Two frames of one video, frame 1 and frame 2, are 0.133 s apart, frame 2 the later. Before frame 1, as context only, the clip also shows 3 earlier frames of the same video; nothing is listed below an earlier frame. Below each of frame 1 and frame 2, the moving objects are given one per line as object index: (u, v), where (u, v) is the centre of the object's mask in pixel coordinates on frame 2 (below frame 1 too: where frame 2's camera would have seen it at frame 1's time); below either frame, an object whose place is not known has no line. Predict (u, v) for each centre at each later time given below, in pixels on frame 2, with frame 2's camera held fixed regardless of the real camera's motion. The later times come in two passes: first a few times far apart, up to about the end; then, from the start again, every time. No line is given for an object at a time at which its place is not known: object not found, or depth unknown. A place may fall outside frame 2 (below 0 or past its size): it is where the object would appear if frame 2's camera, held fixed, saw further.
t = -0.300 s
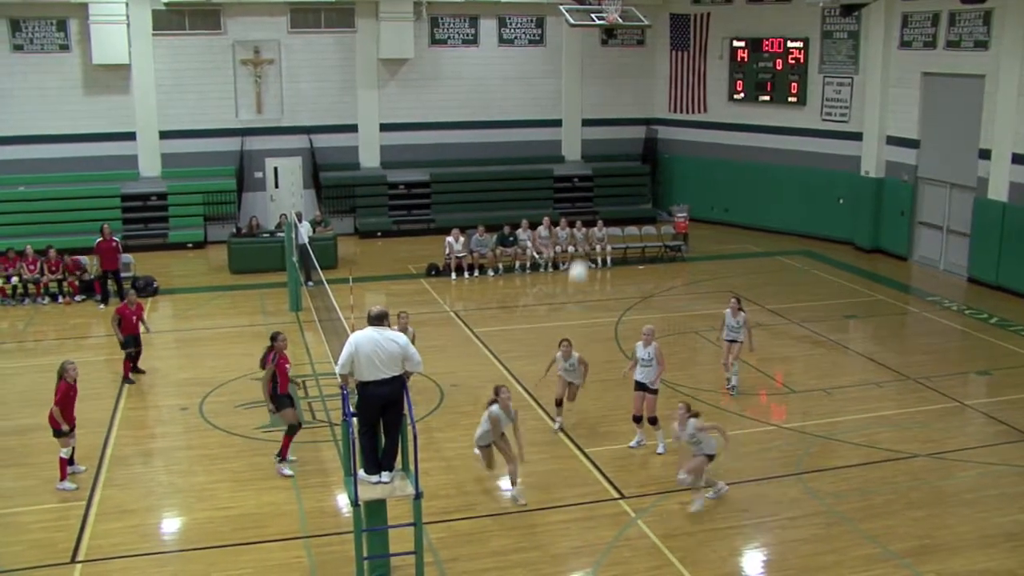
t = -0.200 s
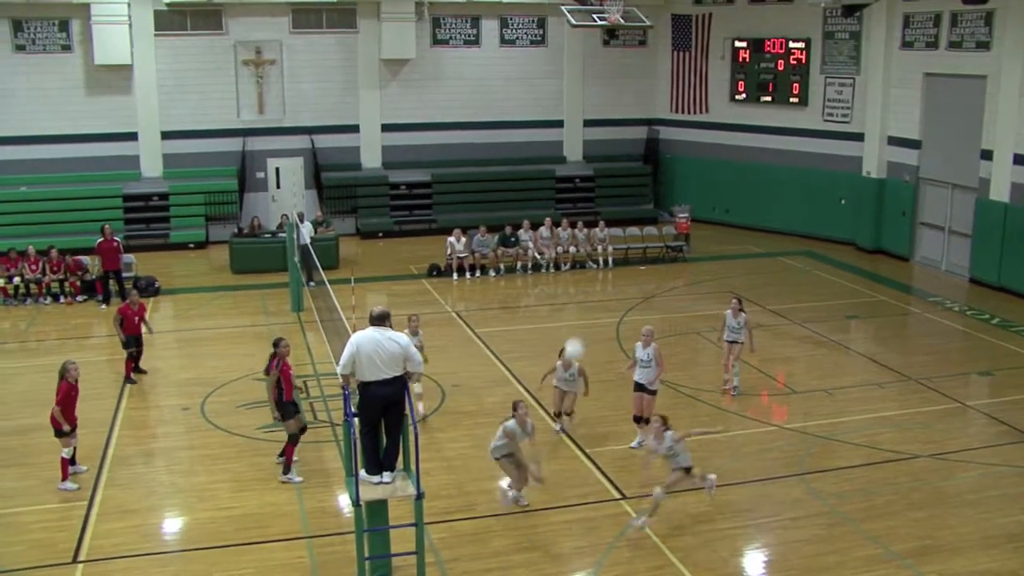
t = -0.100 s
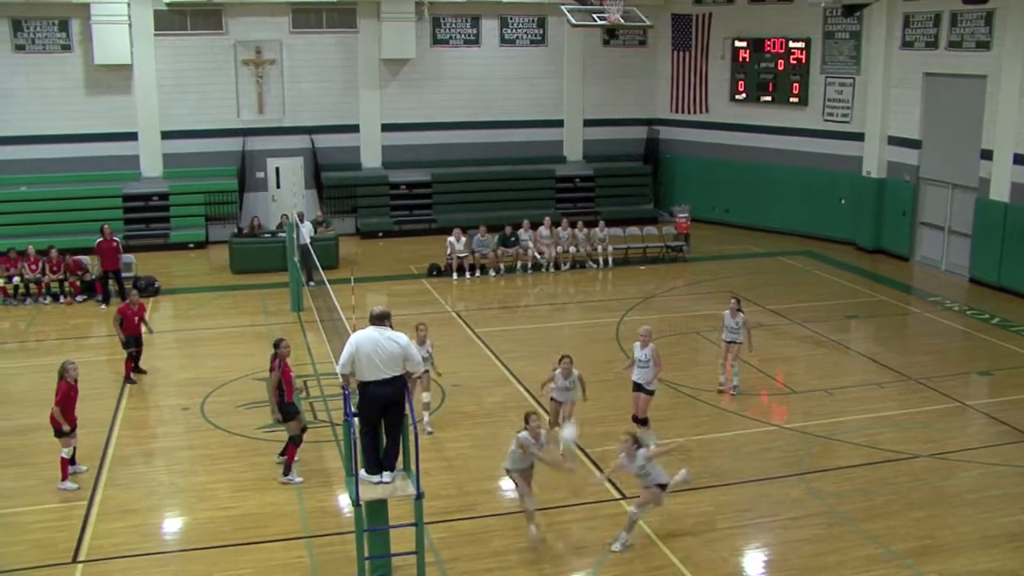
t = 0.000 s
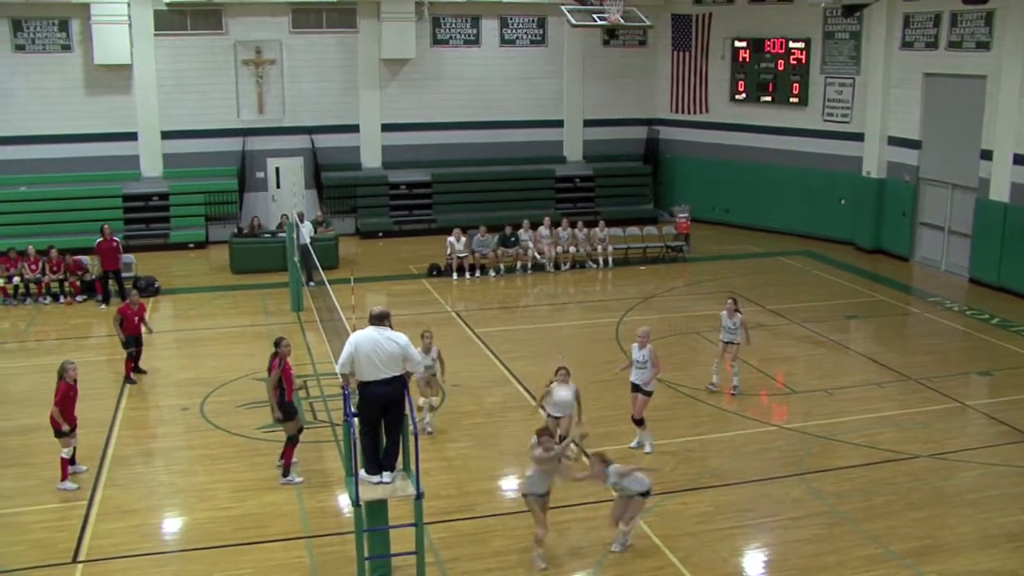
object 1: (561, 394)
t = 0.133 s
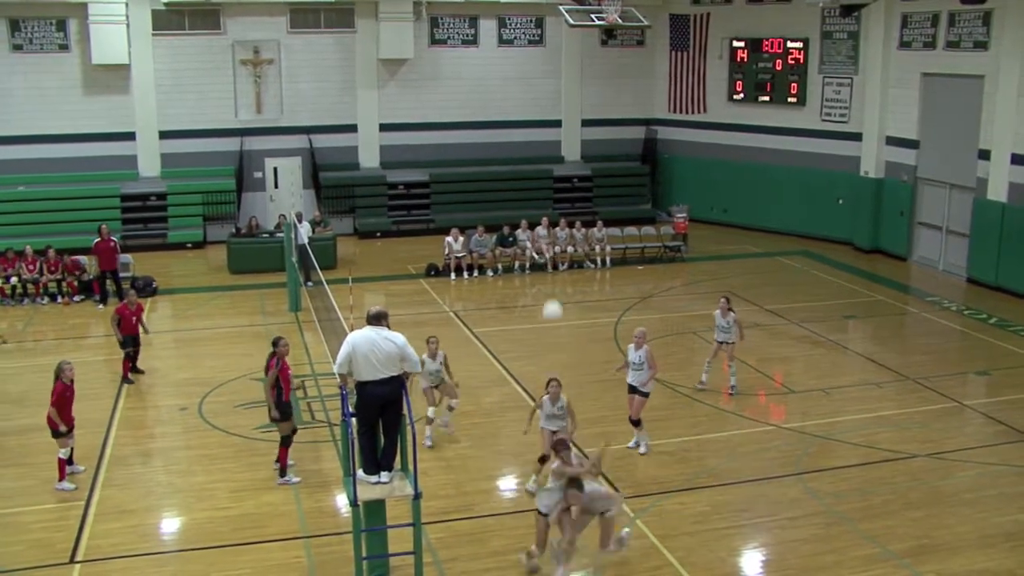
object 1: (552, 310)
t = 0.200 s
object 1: (547, 273)
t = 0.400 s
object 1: (532, 186)
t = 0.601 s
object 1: (515, 136)
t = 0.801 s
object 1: (497, 126)
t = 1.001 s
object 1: (479, 164)
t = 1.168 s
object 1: (465, 228)
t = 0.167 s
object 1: (550, 292)
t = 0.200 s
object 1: (547, 273)
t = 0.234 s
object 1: (545, 258)
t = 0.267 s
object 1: (543, 242)
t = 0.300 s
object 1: (540, 223)
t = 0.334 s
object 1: (538, 212)
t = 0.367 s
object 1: (535, 198)
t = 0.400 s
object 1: (532, 186)
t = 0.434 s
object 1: (529, 175)
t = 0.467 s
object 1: (527, 165)
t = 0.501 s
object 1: (524, 155)
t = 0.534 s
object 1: (521, 148)
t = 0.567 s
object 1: (517, 141)
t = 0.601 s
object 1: (515, 136)
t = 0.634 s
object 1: (512, 132)
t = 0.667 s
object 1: (509, 127)
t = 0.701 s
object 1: (506, 126)
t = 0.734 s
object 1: (503, 125)
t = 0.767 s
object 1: (500, 126)
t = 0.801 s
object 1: (497, 126)
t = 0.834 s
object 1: (494, 130)
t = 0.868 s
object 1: (491, 134)
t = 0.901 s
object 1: (488, 140)
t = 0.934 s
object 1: (486, 146)
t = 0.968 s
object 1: (483, 154)
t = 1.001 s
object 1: (479, 164)
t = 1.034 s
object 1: (476, 175)
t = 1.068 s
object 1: (474, 186)
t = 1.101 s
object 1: (470, 199)
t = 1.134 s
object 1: (468, 213)
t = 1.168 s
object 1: (465, 228)
